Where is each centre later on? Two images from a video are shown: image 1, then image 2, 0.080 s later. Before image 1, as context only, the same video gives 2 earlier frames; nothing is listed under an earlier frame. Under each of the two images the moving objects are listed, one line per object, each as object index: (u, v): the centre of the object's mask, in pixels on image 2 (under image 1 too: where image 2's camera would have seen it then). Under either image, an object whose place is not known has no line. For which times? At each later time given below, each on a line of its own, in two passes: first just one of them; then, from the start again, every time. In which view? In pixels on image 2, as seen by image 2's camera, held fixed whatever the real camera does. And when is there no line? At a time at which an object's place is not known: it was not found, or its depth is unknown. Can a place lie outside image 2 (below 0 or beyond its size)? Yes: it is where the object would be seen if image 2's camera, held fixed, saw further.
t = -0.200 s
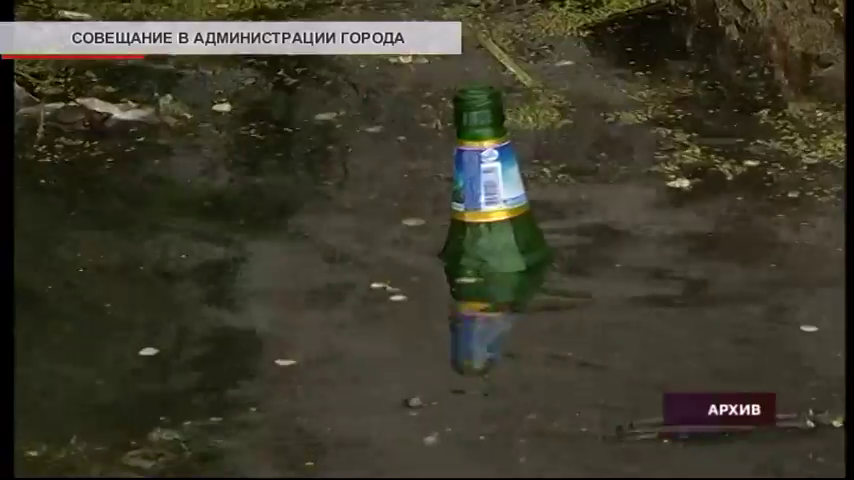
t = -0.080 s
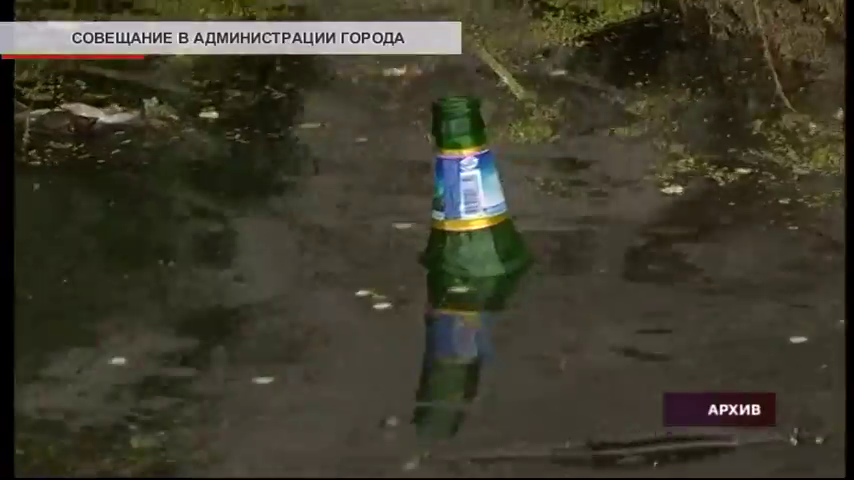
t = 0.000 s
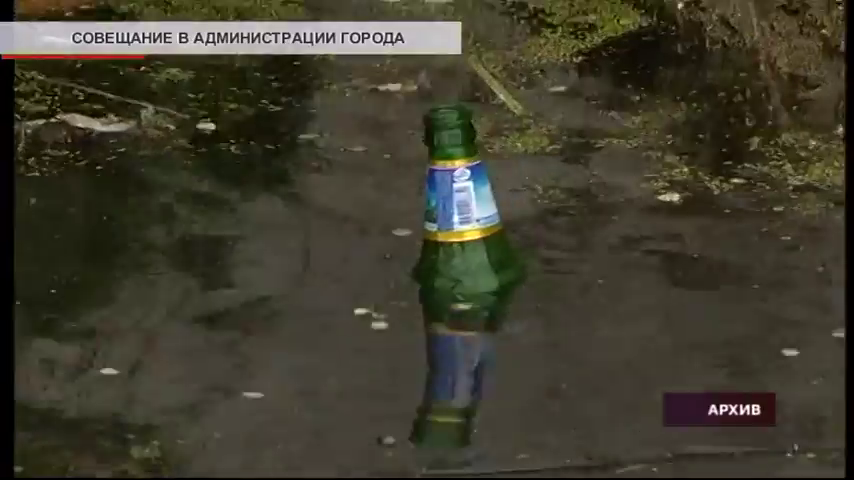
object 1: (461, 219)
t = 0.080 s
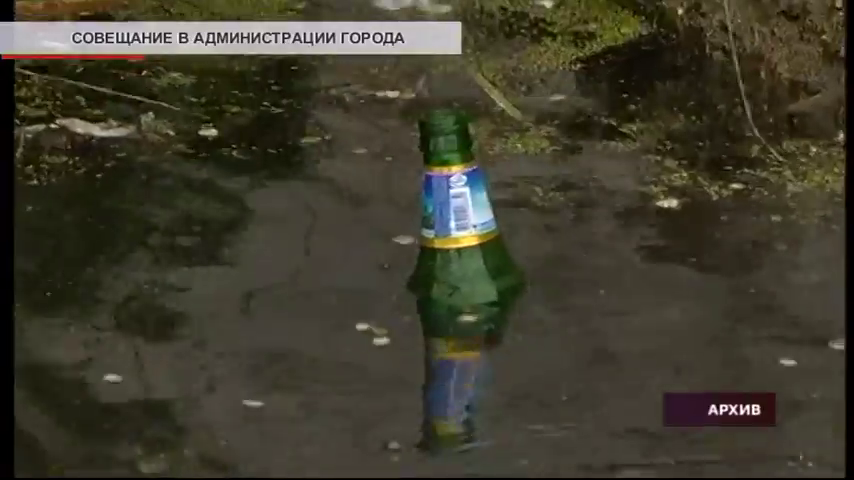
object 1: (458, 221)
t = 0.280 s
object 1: (446, 225)
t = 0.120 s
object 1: (456, 221)
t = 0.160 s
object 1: (453, 222)
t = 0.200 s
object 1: (451, 224)
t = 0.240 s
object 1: (448, 224)
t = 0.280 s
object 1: (446, 225)
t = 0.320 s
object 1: (444, 225)
